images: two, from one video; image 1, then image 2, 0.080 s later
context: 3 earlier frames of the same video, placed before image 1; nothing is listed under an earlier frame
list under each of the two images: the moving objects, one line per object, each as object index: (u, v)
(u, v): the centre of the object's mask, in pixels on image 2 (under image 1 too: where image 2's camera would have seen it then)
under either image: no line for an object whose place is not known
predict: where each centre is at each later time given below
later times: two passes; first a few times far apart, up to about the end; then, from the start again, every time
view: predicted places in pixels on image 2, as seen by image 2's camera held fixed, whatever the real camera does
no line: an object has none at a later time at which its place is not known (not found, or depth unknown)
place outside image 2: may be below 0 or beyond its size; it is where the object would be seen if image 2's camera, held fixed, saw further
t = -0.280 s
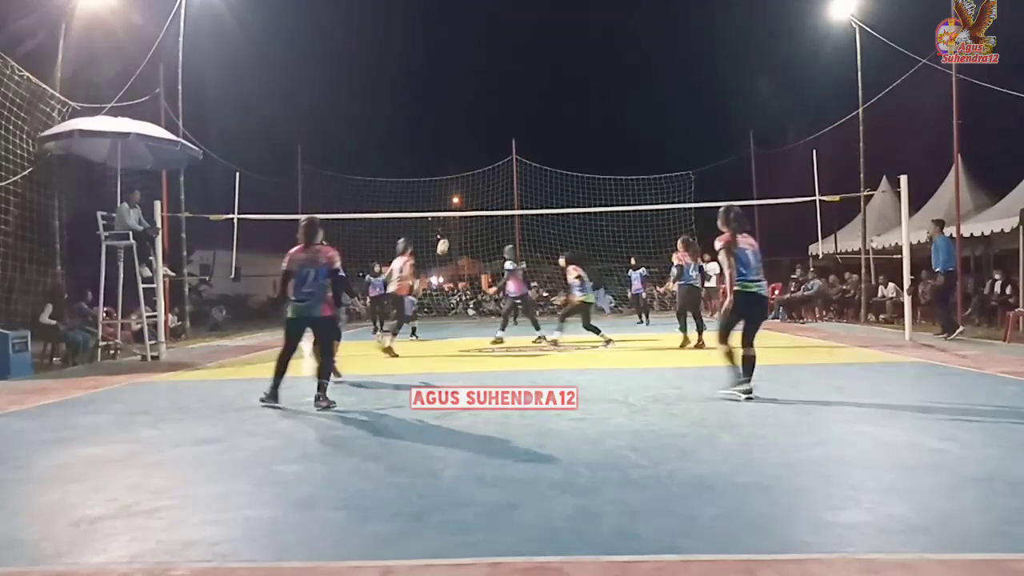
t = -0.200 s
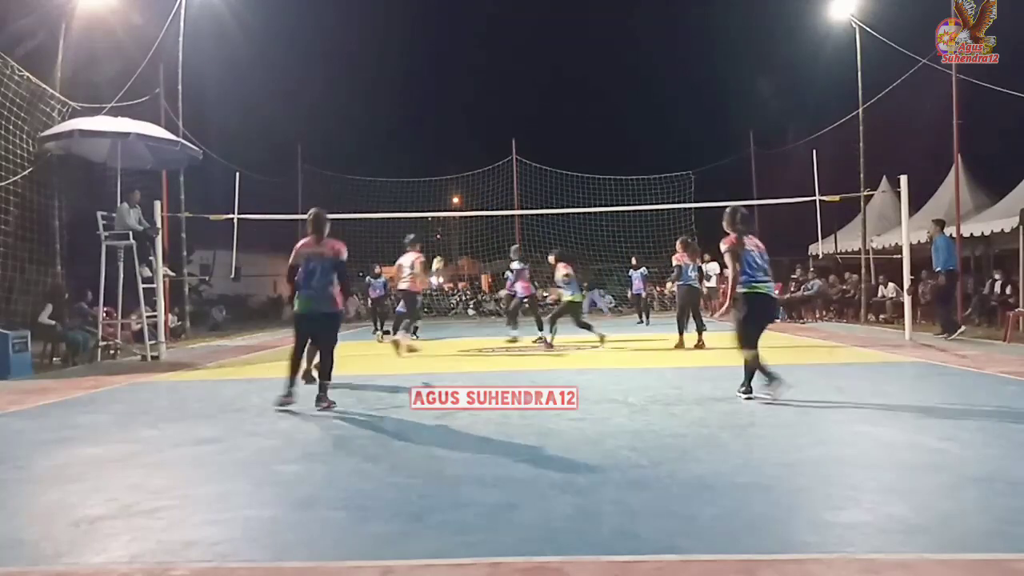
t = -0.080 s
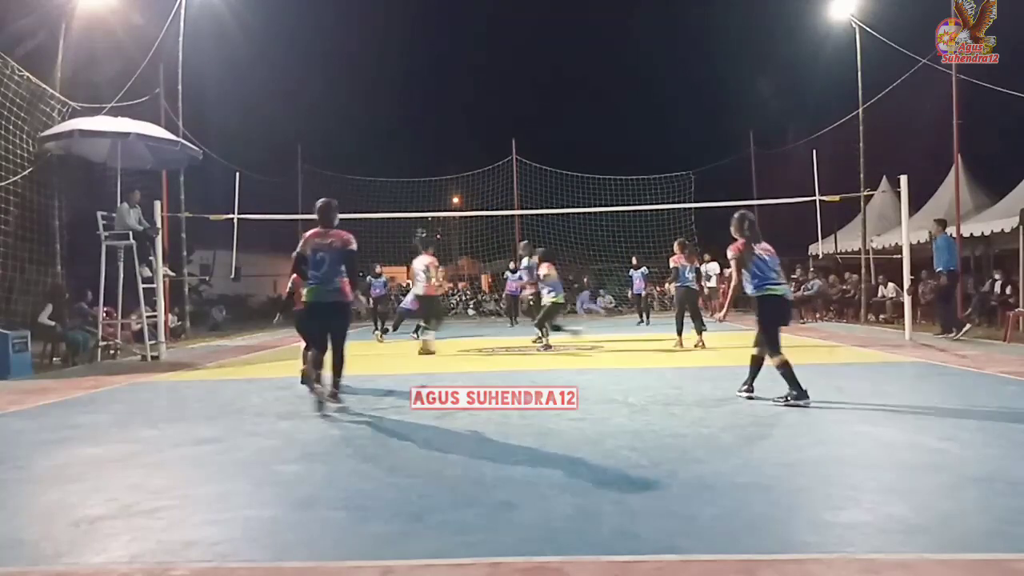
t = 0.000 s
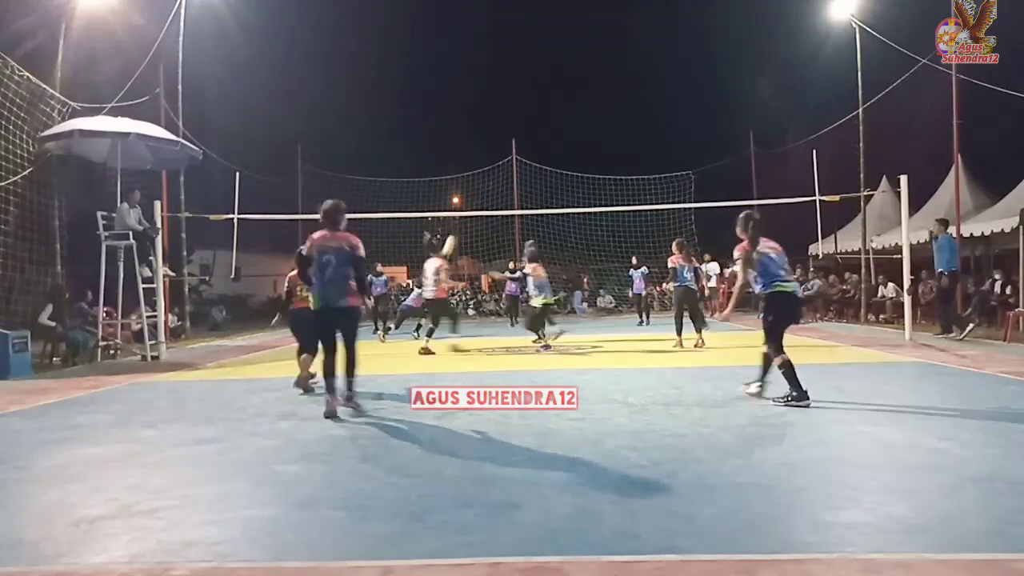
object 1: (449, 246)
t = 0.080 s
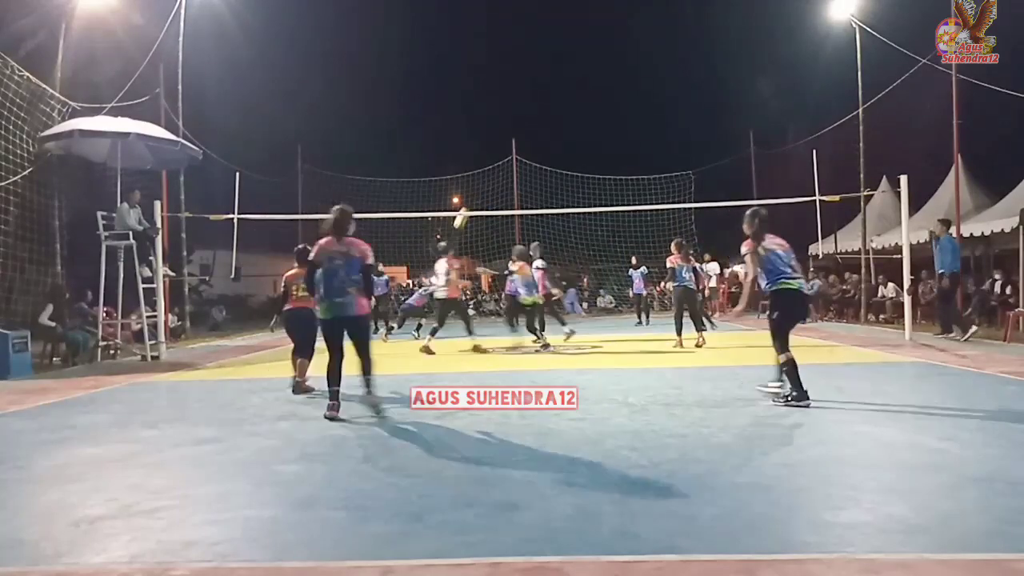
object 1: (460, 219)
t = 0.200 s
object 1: (480, 181)
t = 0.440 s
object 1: (520, 127)
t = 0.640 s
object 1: (555, 102)
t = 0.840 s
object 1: (591, 98)
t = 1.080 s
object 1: (637, 121)
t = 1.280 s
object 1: (675, 164)
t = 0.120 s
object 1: (468, 203)
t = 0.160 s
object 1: (474, 193)
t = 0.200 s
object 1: (480, 181)
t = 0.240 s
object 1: (486, 170)
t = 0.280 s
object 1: (493, 159)
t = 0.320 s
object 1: (500, 150)
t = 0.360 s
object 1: (506, 142)
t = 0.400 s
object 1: (513, 134)
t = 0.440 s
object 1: (520, 127)
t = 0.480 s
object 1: (527, 120)
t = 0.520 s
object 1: (534, 114)
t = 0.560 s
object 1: (541, 110)
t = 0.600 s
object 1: (548, 106)
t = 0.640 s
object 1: (555, 102)
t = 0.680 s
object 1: (562, 100)
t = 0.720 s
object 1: (569, 98)
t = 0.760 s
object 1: (576, 97)
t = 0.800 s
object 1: (584, 97)
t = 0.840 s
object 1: (591, 98)
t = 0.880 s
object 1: (599, 100)
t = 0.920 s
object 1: (606, 102)
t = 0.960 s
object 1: (614, 106)
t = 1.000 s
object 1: (621, 110)
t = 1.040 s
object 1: (629, 115)
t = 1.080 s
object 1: (637, 121)
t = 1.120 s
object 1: (644, 128)
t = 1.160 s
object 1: (652, 136)
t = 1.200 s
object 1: (660, 144)
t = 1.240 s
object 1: (667, 154)
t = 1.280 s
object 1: (675, 164)
